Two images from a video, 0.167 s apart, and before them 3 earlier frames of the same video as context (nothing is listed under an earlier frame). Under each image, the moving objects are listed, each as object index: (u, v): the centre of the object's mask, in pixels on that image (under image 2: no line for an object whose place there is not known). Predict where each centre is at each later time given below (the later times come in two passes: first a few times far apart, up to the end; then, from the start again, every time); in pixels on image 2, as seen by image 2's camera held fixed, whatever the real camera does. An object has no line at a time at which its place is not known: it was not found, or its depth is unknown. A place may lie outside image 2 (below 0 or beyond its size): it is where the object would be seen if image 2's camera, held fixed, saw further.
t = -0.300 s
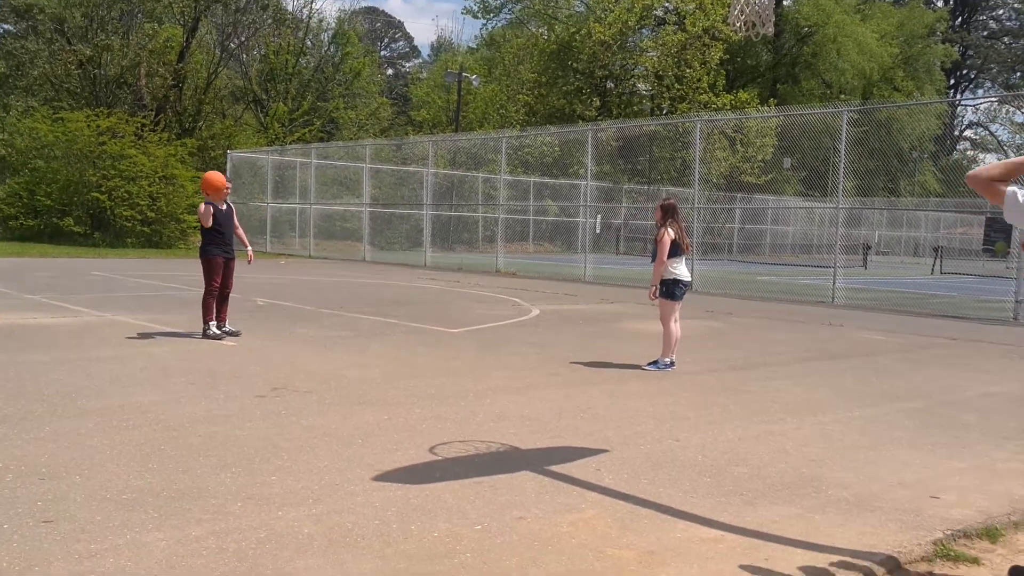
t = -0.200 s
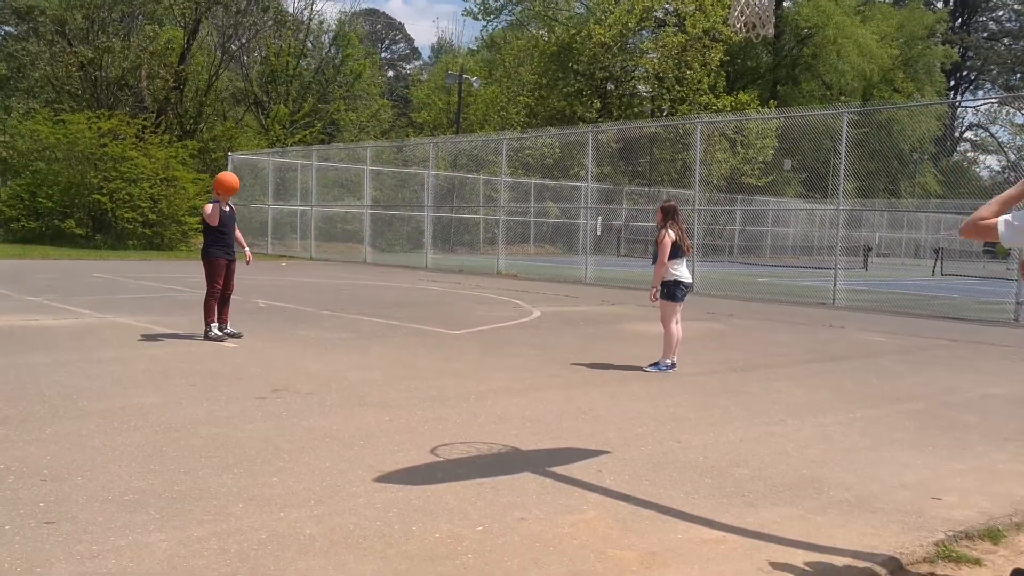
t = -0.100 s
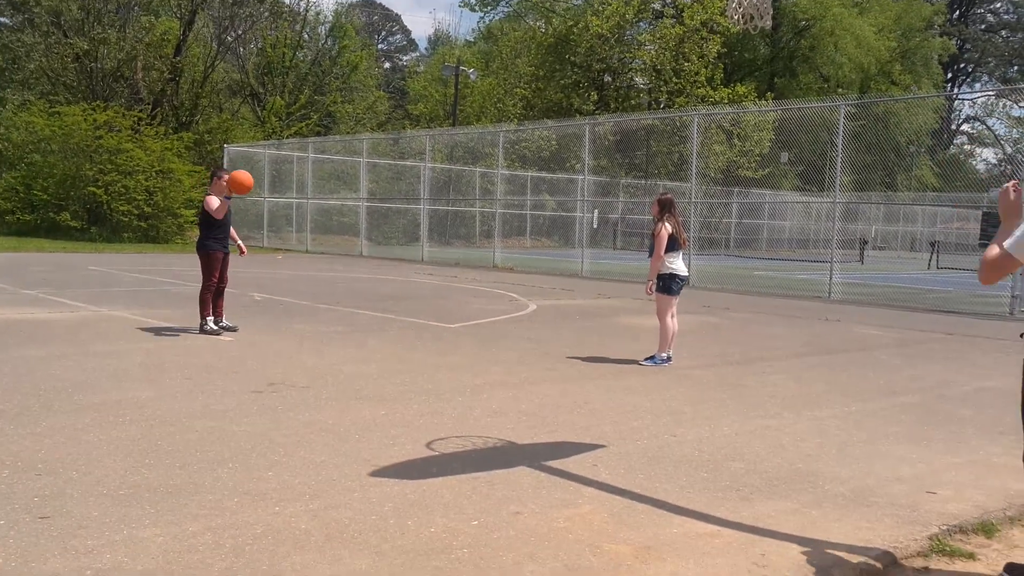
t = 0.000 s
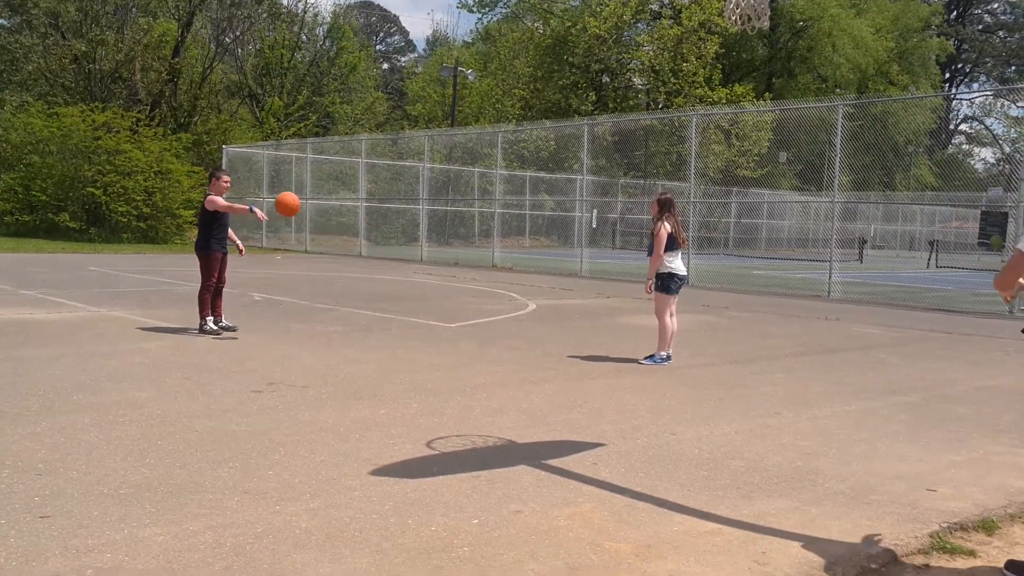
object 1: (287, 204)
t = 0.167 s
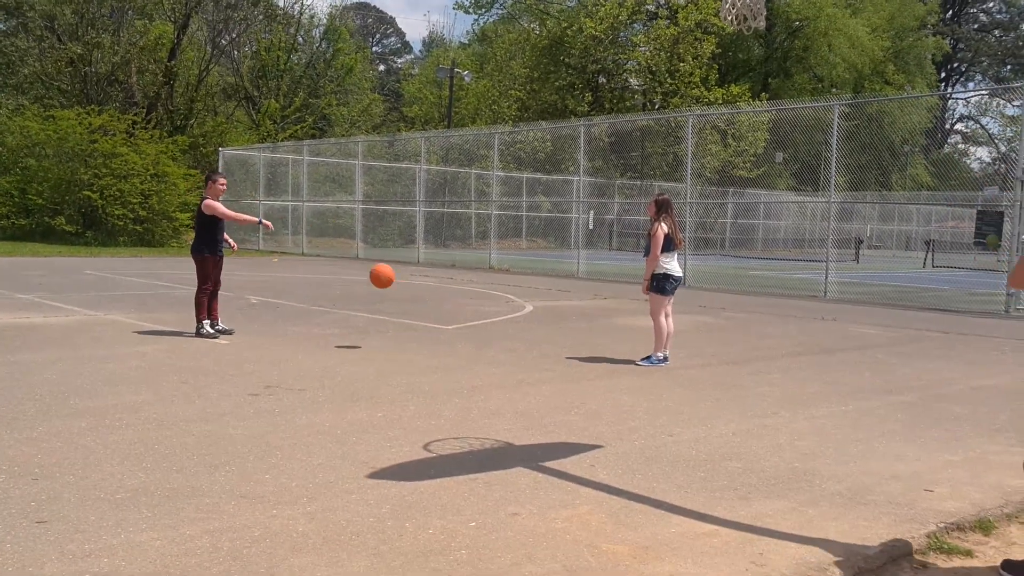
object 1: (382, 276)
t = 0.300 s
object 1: (453, 335)
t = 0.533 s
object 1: (516, 249)
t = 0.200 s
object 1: (401, 293)
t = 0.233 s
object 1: (421, 311)
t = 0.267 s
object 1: (440, 331)
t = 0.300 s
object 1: (453, 335)
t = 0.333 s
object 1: (463, 319)
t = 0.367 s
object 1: (471, 305)
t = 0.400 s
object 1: (480, 291)
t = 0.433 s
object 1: (489, 279)
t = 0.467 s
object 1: (498, 268)
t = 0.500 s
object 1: (507, 258)
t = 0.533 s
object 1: (516, 249)
